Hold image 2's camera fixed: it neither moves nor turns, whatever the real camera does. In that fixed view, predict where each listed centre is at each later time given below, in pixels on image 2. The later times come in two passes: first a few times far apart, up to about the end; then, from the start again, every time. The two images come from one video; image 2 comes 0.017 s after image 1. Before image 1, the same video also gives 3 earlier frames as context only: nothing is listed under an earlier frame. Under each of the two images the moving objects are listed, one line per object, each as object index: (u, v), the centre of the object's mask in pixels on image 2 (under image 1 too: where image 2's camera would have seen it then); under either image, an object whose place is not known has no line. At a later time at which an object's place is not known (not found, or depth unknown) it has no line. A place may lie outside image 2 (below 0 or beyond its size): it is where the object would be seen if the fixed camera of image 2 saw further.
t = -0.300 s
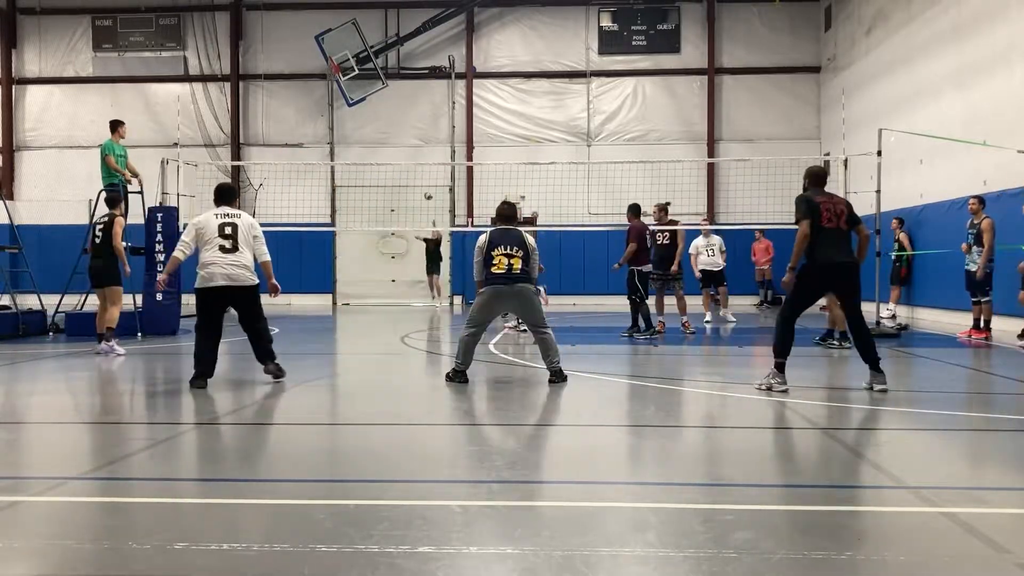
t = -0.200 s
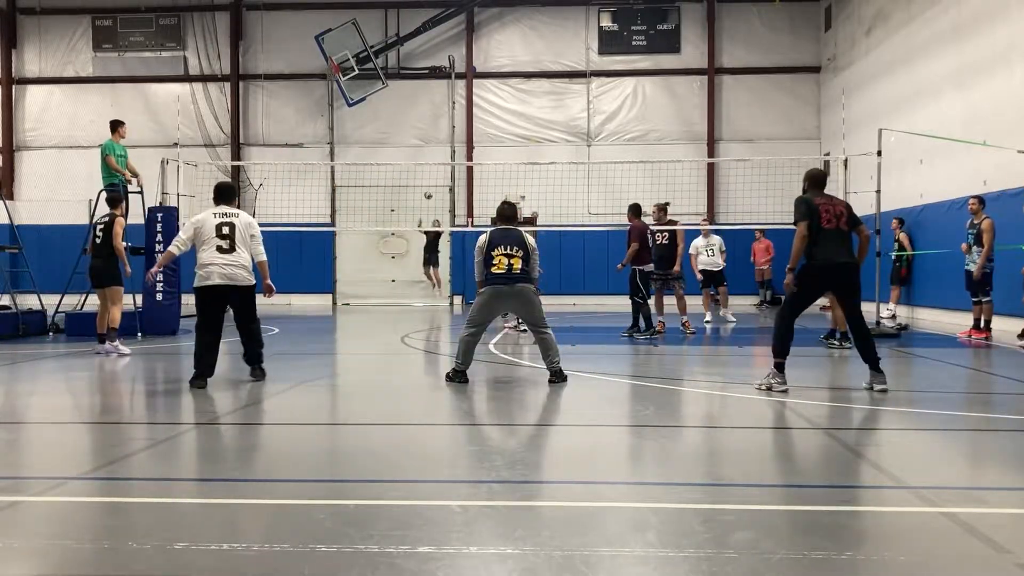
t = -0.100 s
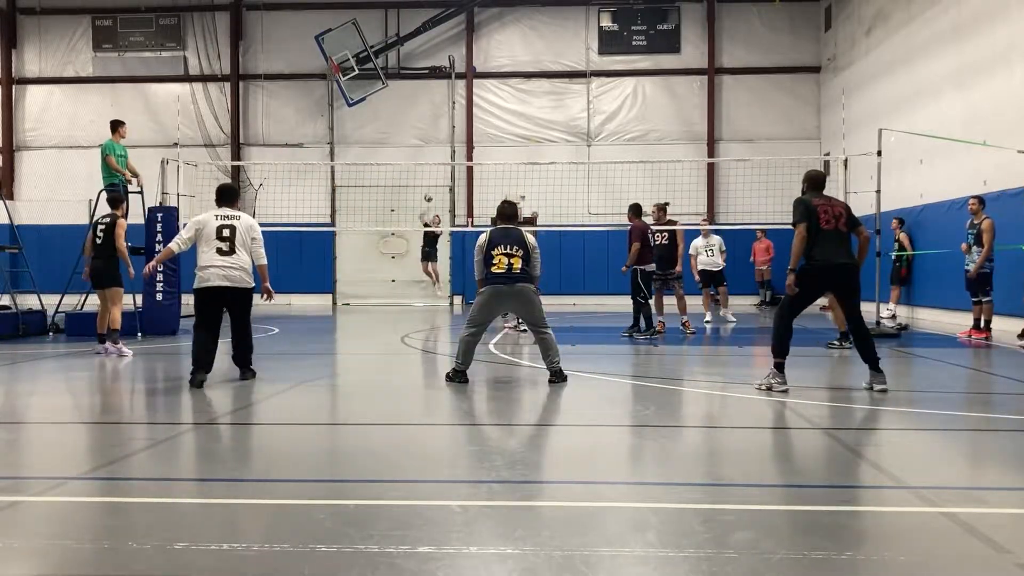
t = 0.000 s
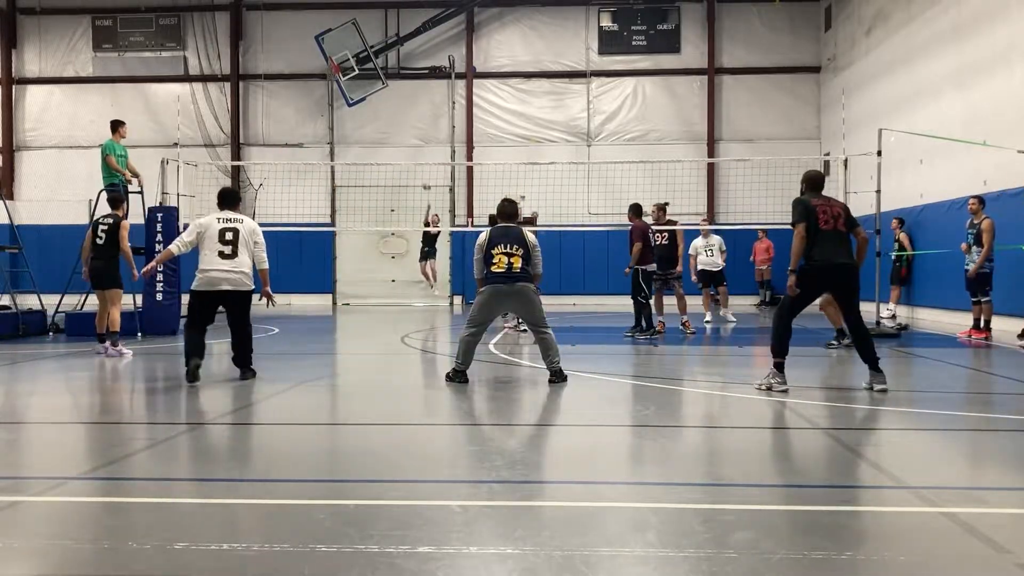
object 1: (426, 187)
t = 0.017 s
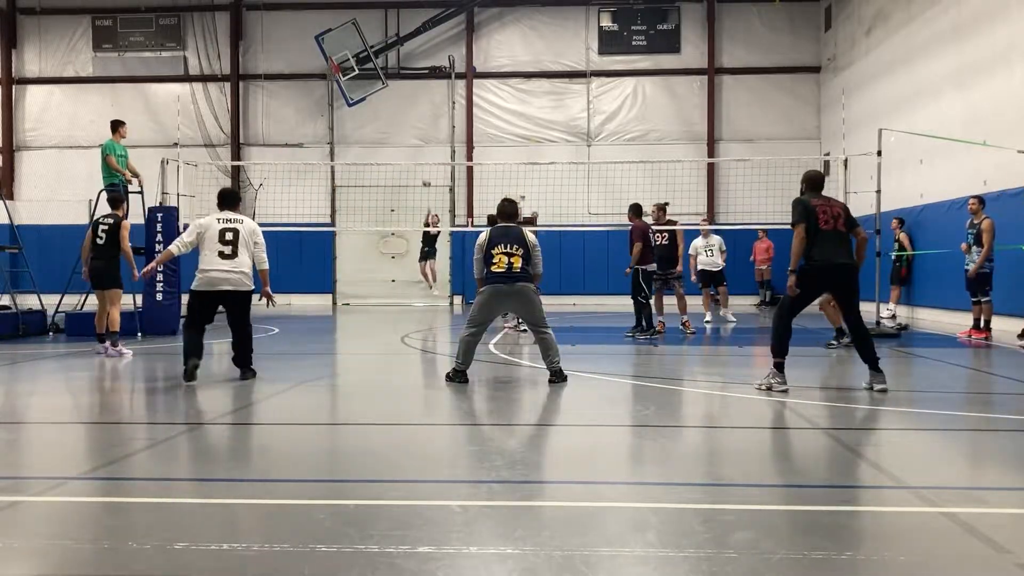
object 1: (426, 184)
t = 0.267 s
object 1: (424, 137)
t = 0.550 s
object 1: (430, 102)
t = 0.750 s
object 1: (431, 102)
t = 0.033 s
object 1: (426, 179)
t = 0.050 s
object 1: (426, 175)
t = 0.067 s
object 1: (425, 173)
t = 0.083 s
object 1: (425, 170)
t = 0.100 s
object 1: (426, 167)
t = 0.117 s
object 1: (424, 162)
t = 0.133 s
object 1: (424, 158)
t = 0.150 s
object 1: (424, 157)
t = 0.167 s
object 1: (424, 153)
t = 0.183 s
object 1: (424, 150)
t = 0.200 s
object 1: (425, 147)
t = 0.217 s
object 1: (424, 145)
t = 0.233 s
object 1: (425, 142)
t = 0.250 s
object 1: (425, 139)
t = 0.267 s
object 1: (424, 137)
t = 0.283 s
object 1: (425, 134)
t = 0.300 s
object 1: (425, 132)
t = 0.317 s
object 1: (426, 129)
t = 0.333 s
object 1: (426, 126)
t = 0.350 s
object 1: (427, 124)
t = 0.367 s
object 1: (427, 121)
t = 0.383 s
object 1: (427, 119)
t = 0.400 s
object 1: (428, 117)
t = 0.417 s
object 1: (428, 114)
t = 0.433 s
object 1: (428, 112)
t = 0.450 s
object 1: (429, 110)
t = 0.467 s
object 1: (429, 109)
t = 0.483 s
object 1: (429, 107)
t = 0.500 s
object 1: (429, 105)
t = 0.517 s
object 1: (429, 104)
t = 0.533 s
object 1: (430, 103)
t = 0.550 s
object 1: (430, 102)
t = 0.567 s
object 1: (430, 101)
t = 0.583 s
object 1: (430, 100)
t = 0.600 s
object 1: (430, 99)
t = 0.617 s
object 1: (430, 99)
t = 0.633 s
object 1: (430, 99)
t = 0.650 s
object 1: (430, 99)
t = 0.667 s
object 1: (431, 99)
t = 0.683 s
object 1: (431, 100)
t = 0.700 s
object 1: (431, 100)
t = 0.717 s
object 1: (431, 101)
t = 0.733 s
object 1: (431, 101)
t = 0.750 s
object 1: (431, 102)
